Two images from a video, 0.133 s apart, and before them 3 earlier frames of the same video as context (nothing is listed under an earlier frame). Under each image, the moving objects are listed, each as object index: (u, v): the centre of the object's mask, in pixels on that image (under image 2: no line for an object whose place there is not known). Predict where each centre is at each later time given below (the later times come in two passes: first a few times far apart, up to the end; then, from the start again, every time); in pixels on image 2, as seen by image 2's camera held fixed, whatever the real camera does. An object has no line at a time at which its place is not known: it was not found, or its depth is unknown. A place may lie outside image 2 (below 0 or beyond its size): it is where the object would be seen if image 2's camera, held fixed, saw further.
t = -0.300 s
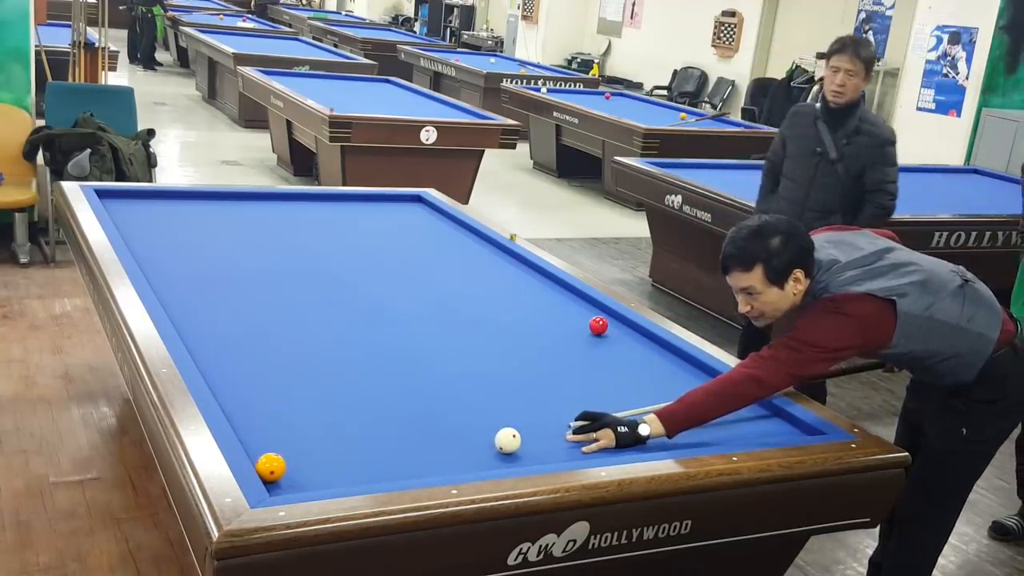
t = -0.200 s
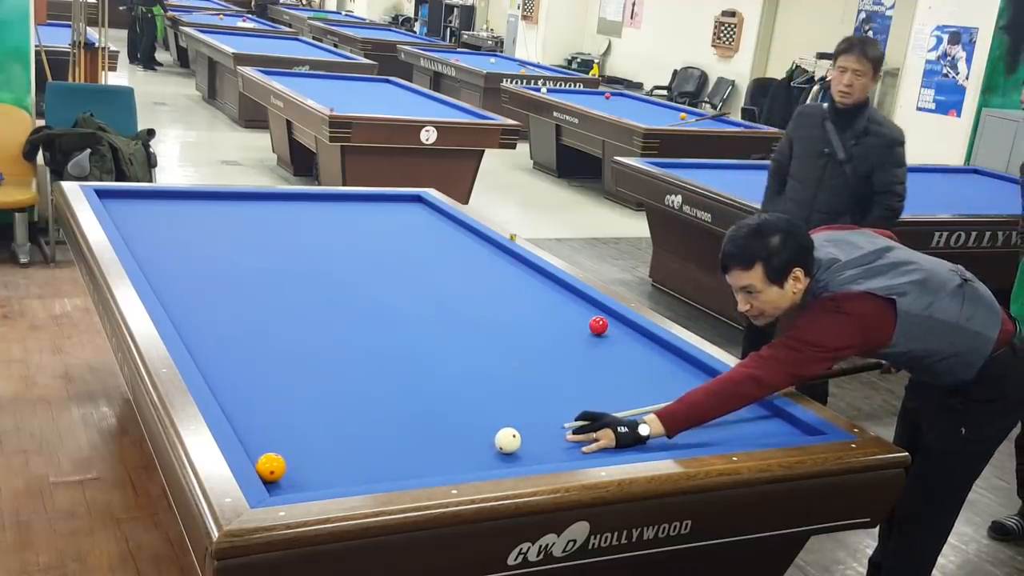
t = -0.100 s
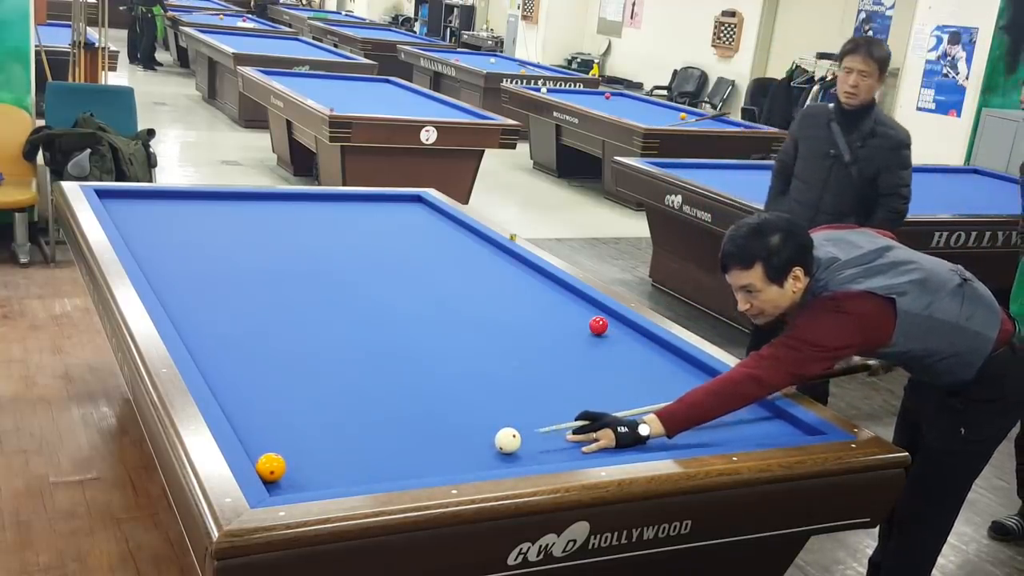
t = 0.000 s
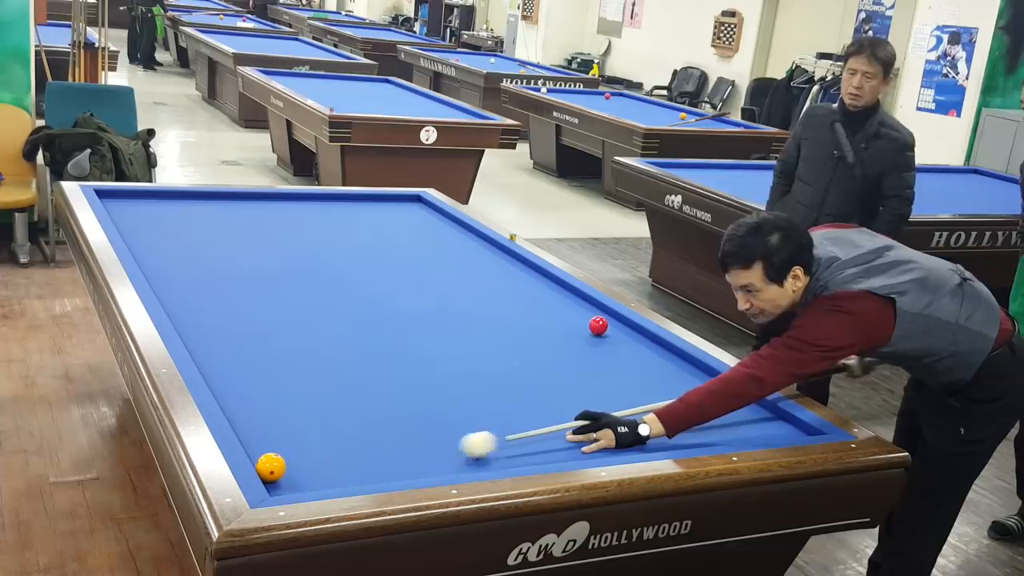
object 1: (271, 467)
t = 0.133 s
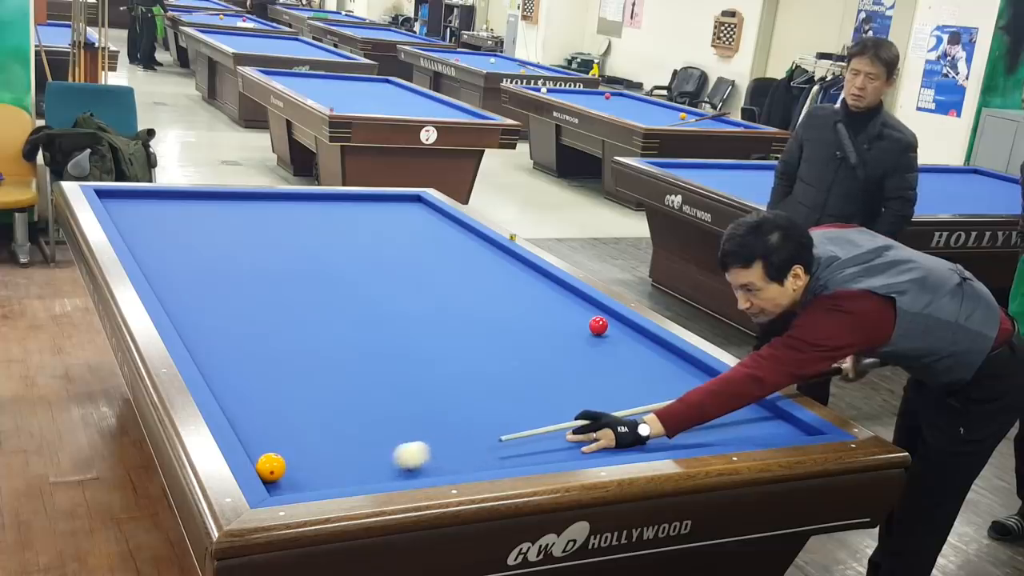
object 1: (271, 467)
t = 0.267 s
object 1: (271, 467)
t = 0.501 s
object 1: (279, 459)
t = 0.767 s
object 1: (303, 446)
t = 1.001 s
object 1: (322, 436)
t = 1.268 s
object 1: (341, 425)
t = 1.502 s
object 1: (357, 417)
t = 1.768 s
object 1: (374, 409)
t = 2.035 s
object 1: (389, 401)
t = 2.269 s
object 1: (402, 395)
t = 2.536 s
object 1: (415, 389)
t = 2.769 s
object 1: (426, 384)
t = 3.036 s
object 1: (437, 378)
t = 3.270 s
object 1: (446, 374)
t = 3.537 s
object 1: (456, 370)
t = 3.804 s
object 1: (465, 365)
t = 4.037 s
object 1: (472, 362)
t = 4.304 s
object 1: (479, 359)
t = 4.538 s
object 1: (485, 356)
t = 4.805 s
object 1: (491, 354)
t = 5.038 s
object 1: (497, 352)
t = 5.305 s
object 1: (502, 350)
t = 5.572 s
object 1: (506, 348)
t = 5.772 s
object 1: (509, 347)
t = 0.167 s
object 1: (271, 467)
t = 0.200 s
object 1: (271, 467)
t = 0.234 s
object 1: (271, 467)
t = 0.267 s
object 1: (271, 467)
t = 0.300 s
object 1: (271, 467)
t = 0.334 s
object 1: (271, 467)
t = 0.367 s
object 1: (267, 465)
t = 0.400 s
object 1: (269, 462)
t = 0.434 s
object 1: (273, 461)
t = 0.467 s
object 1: (276, 460)
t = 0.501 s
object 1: (279, 459)
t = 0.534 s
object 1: (282, 457)
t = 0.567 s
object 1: (285, 455)
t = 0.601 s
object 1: (288, 454)
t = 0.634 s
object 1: (291, 452)
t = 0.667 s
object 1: (294, 450)
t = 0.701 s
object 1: (297, 449)
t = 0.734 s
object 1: (300, 447)
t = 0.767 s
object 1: (303, 446)
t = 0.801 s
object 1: (305, 444)
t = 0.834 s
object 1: (308, 443)
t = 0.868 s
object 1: (311, 441)
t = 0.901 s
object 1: (314, 440)
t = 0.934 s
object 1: (316, 439)
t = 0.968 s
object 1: (319, 437)
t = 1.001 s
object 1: (322, 436)
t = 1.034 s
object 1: (324, 435)
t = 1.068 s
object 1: (326, 433)
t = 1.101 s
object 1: (329, 432)
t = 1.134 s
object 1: (332, 431)
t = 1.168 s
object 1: (334, 429)
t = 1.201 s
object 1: (336, 428)
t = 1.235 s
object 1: (339, 427)
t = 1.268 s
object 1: (341, 425)
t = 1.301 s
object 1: (344, 424)
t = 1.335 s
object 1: (346, 423)
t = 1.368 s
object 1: (348, 422)
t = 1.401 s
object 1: (350, 421)
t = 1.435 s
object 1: (352, 420)
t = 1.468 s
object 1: (355, 419)
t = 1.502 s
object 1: (357, 417)
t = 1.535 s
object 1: (359, 416)
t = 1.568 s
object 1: (361, 415)
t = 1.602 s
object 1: (363, 414)
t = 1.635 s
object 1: (365, 413)
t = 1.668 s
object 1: (368, 412)
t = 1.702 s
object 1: (370, 411)
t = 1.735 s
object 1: (372, 410)
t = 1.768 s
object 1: (374, 409)
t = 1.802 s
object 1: (376, 408)
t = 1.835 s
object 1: (378, 407)
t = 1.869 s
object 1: (380, 406)
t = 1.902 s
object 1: (381, 405)
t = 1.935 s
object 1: (383, 404)
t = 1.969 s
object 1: (385, 403)
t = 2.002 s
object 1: (387, 402)
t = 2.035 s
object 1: (389, 401)
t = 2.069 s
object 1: (391, 400)
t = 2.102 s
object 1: (393, 399)
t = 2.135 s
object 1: (395, 399)
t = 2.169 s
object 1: (396, 398)
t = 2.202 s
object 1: (398, 397)
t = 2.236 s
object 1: (400, 396)
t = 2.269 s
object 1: (402, 395)
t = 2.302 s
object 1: (403, 394)
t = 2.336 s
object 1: (405, 393)
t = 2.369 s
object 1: (407, 392)
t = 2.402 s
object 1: (408, 392)
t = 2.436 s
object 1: (410, 391)
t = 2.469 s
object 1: (412, 390)
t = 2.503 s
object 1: (413, 389)
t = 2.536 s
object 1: (415, 389)
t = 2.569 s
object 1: (417, 388)
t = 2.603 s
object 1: (418, 387)
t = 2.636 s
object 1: (420, 386)
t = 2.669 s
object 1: (421, 386)
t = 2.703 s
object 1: (423, 385)
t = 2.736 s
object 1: (424, 384)
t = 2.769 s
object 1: (426, 384)
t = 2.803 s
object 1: (427, 383)
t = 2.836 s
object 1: (429, 382)
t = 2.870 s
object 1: (430, 382)
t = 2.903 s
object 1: (432, 381)
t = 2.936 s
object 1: (433, 380)
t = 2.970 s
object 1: (435, 380)
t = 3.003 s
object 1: (436, 379)
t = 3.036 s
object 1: (437, 378)
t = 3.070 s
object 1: (439, 378)
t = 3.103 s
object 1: (440, 377)
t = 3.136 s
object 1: (441, 376)
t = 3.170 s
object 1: (443, 376)
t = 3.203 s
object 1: (444, 375)
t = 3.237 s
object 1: (445, 374)
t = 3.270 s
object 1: (446, 374)
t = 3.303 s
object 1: (448, 373)
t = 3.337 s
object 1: (449, 373)
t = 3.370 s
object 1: (450, 372)
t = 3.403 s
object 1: (451, 372)
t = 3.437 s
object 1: (452, 371)
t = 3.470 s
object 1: (454, 371)
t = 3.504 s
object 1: (455, 370)
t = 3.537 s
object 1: (456, 370)
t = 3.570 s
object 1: (457, 369)
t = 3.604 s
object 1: (459, 368)
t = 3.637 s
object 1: (460, 368)
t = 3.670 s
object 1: (461, 368)
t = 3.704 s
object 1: (462, 367)
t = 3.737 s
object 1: (463, 366)
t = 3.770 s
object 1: (464, 366)
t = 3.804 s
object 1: (465, 365)
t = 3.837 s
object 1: (466, 365)
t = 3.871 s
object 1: (467, 365)
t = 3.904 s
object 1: (468, 364)
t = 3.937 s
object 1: (469, 364)
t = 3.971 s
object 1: (470, 363)
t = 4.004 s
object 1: (471, 363)
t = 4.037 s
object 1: (472, 362)
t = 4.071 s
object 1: (473, 362)
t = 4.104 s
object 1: (474, 361)
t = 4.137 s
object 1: (475, 361)
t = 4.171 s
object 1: (476, 361)
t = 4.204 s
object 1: (477, 360)
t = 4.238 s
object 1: (478, 360)
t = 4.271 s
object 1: (478, 359)
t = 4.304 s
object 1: (479, 359)
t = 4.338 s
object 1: (480, 358)
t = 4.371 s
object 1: (481, 358)
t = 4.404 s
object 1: (482, 358)
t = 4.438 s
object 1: (483, 357)
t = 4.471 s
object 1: (484, 357)
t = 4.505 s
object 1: (484, 357)
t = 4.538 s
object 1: (485, 356)
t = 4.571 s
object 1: (486, 356)
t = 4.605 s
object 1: (487, 356)
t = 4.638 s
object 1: (488, 355)
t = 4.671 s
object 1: (488, 355)
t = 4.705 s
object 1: (489, 355)
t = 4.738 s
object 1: (490, 354)
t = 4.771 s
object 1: (491, 354)
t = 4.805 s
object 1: (491, 354)
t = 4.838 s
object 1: (492, 353)
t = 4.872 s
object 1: (493, 353)
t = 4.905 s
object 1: (494, 353)
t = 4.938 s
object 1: (494, 352)
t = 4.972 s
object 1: (495, 352)
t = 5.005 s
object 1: (496, 352)
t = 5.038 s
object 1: (497, 352)
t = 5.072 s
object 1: (497, 351)
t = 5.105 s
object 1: (498, 351)
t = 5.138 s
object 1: (498, 351)
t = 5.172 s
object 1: (499, 351)
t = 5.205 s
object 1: (500, 350)
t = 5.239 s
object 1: (500, 350)
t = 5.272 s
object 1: (501, 350)
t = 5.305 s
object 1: (502, 350)
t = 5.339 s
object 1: (502, 349)
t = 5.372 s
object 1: (503, 349)
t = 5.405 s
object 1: (503, 349)
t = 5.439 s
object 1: (504, 348)
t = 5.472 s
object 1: (505, 348)
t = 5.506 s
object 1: (505, 348)
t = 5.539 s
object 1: (506, 348)
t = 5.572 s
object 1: (506, 348)
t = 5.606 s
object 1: (507, 347)
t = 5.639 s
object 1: (507, 347)
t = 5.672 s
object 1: (508, 347)
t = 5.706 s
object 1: (508, 347)
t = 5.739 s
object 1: (509, 347)
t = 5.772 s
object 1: (509, 347)
